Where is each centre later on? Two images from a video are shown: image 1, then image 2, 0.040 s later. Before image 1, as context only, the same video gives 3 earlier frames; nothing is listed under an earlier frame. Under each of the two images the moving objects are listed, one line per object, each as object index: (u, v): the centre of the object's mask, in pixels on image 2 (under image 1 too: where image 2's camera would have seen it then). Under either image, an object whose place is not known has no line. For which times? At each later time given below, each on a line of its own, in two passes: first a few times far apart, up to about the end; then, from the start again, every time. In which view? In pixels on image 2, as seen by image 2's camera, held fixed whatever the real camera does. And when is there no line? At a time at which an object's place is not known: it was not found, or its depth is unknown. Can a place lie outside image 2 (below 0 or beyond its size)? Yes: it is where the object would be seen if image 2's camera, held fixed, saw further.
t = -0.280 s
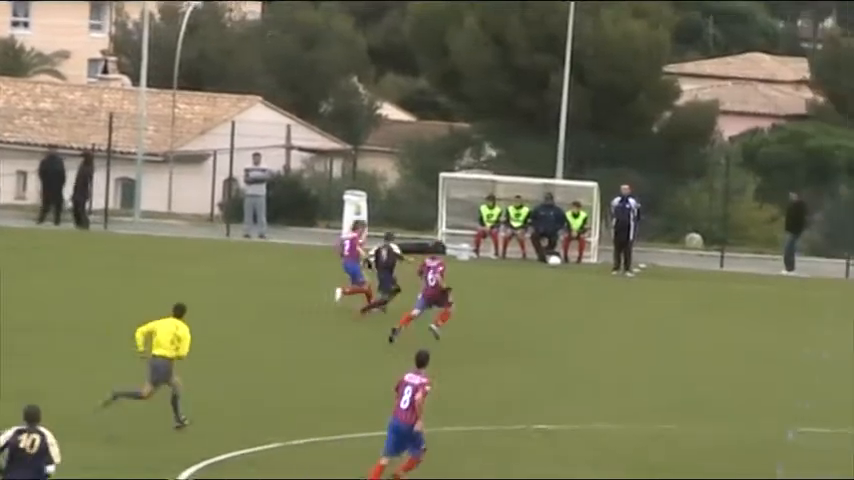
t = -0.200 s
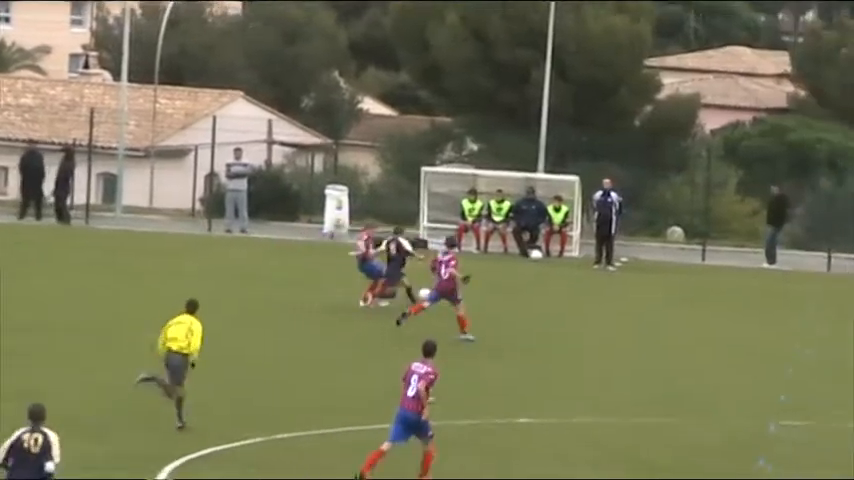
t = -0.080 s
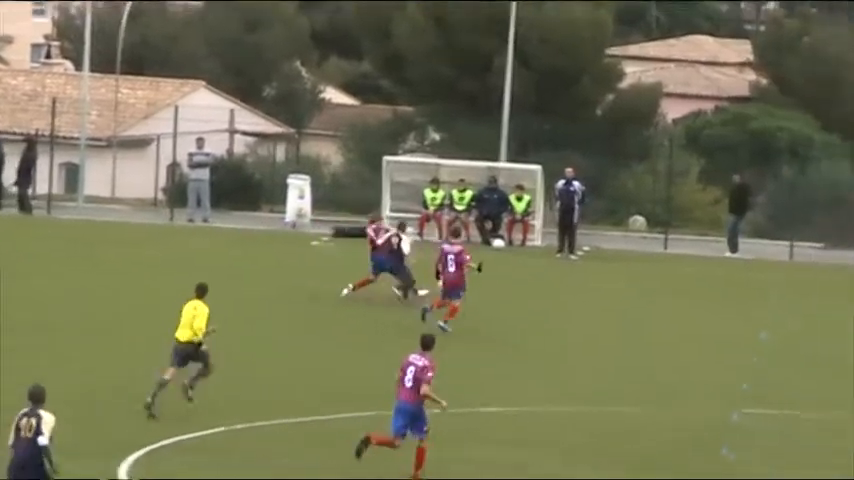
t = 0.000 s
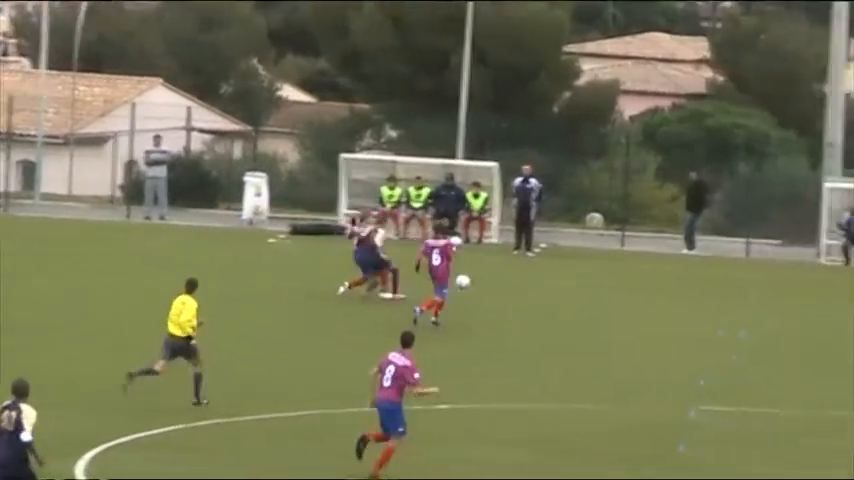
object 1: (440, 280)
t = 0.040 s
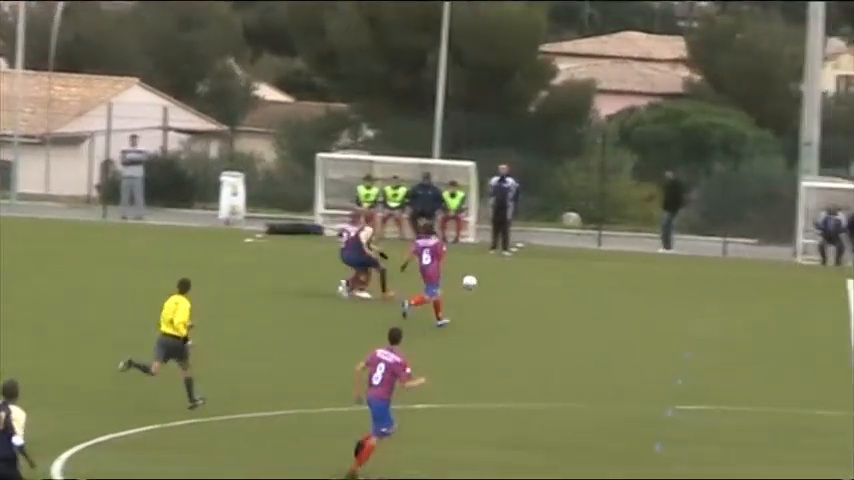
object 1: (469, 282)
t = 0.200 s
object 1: (589, 296)
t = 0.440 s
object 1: (760, 320)
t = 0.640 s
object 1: (893, 332)
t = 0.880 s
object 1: (1042, 345)
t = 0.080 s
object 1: (499, 284)
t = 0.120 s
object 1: (529, 287)
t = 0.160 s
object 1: (559, 291)
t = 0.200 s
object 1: (589, 296)
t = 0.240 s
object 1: (619, 302)
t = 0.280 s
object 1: (649, 309)
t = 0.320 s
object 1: (679, 317)
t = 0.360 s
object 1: (707, 323)
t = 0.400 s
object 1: (734, 321)
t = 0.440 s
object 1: (760, 320)
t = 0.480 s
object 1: (787, 320)
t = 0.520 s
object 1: (814, 321)
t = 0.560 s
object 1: (840, 323)
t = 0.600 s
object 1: (867, 326)
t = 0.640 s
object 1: (893, 332)
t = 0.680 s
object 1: (920, 337)
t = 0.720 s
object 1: (947, 344)
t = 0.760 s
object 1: (971, 346)
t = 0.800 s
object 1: (995, 345)
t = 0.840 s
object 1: (1019, 345)
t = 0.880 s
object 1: (1042, 345)
